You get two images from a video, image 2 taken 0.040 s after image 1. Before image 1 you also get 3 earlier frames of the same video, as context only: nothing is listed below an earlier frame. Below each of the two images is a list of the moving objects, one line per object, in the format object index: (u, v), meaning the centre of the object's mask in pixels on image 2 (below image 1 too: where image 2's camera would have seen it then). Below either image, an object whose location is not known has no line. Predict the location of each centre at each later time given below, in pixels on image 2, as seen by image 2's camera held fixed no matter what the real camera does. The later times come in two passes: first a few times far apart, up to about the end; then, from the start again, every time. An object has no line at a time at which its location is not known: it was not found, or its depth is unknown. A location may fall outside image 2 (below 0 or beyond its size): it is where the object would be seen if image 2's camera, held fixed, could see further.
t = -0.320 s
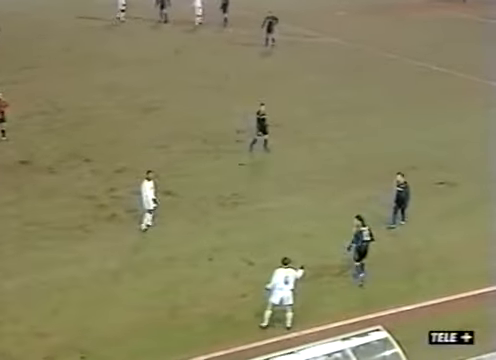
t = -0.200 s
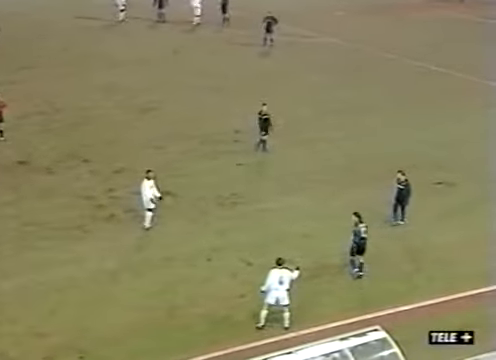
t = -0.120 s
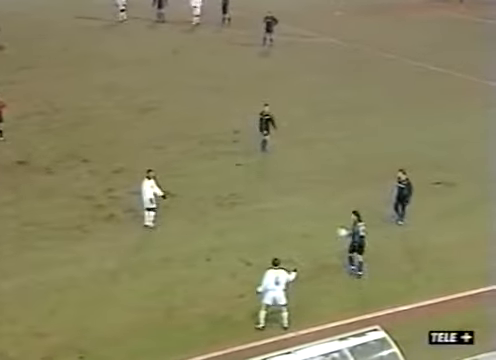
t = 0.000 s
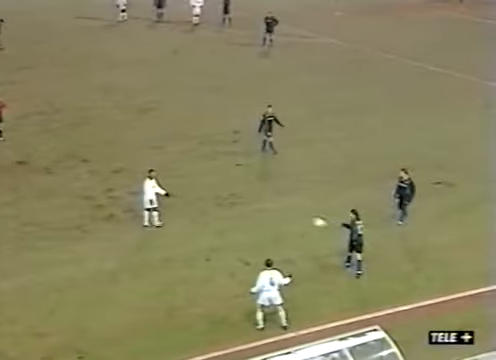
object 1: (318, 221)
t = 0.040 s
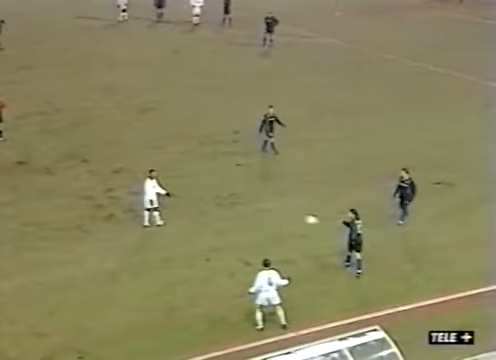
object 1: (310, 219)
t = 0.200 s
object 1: (278, 214)
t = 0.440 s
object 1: (231, 226)
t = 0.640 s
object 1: (188, 251)
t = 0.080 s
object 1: (303, 217)
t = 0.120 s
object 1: (295, 216)
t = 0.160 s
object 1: (287, 215)
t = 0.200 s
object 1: (278, 214)
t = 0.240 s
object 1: (271, 215)
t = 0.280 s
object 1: (263, 216)
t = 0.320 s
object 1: (255, 218)
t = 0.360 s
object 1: (246, 219)
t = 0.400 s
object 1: (239, 223)
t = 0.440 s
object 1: (231, 226)
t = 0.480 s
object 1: (222, 230)
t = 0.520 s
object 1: (213, 234)
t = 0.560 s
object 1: (205, 239)
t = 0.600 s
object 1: (197, 245)
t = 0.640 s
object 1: (188, 251)
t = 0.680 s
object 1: (180, 258)
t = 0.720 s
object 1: (171, 265)
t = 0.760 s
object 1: (163, 274)
